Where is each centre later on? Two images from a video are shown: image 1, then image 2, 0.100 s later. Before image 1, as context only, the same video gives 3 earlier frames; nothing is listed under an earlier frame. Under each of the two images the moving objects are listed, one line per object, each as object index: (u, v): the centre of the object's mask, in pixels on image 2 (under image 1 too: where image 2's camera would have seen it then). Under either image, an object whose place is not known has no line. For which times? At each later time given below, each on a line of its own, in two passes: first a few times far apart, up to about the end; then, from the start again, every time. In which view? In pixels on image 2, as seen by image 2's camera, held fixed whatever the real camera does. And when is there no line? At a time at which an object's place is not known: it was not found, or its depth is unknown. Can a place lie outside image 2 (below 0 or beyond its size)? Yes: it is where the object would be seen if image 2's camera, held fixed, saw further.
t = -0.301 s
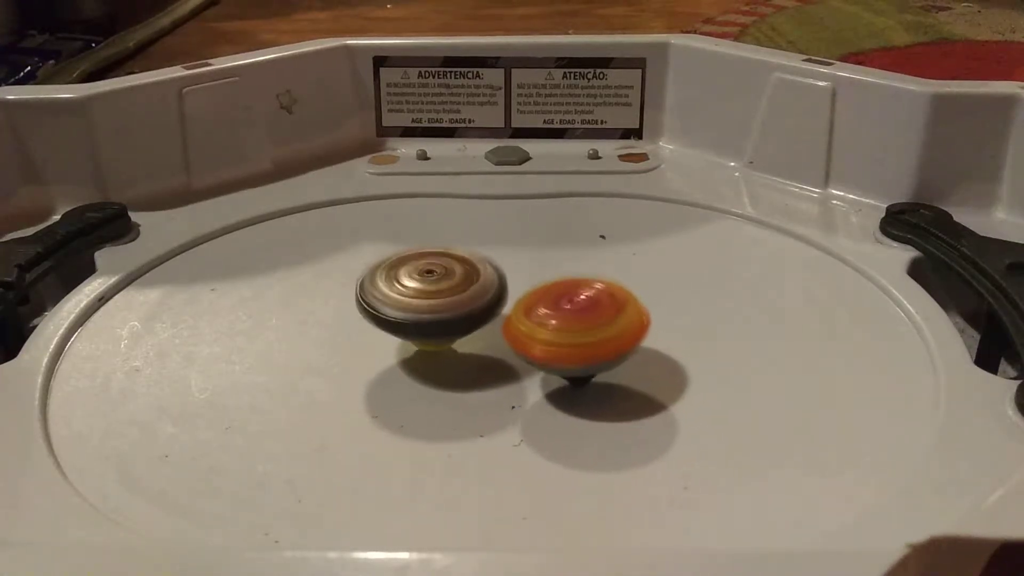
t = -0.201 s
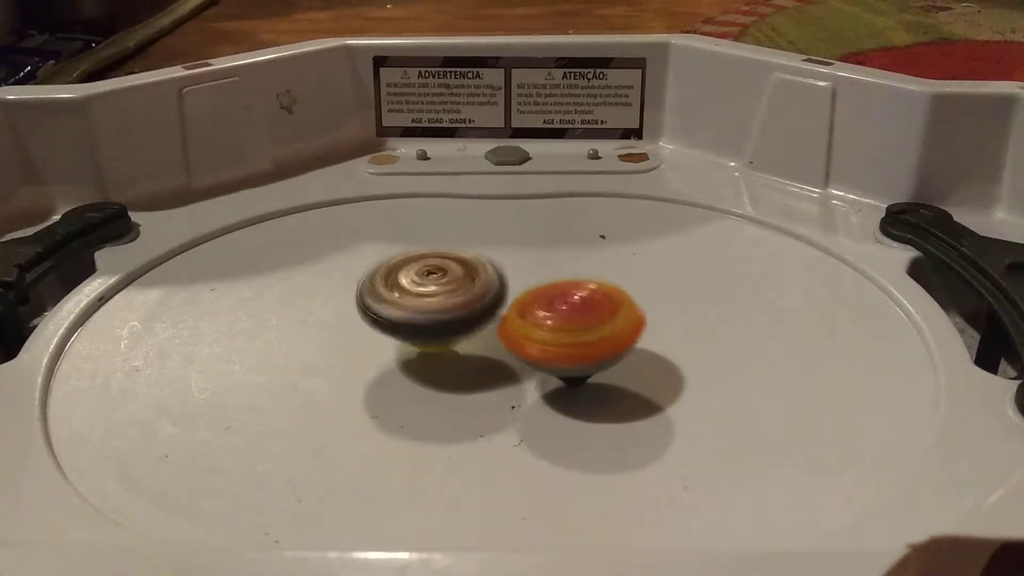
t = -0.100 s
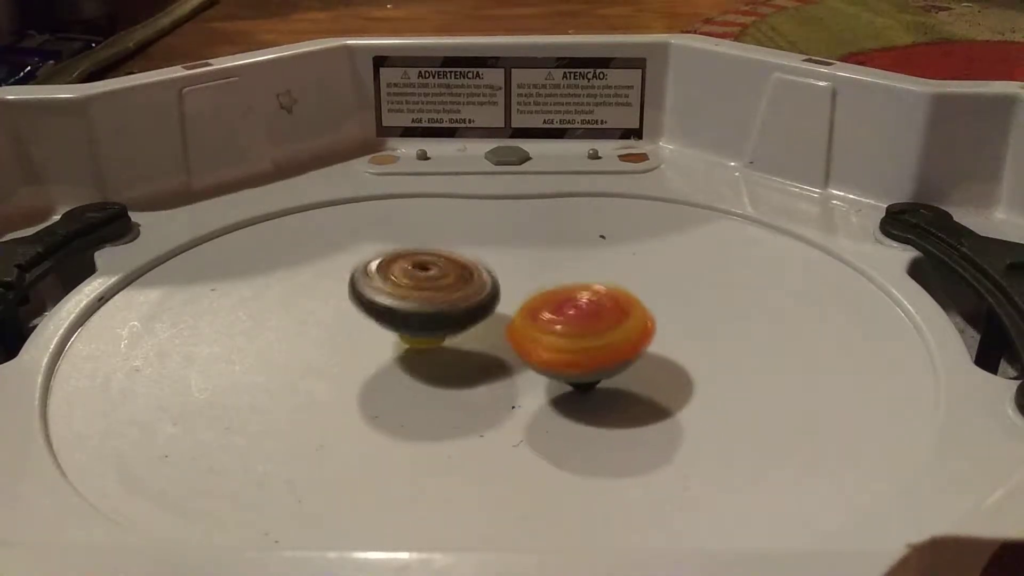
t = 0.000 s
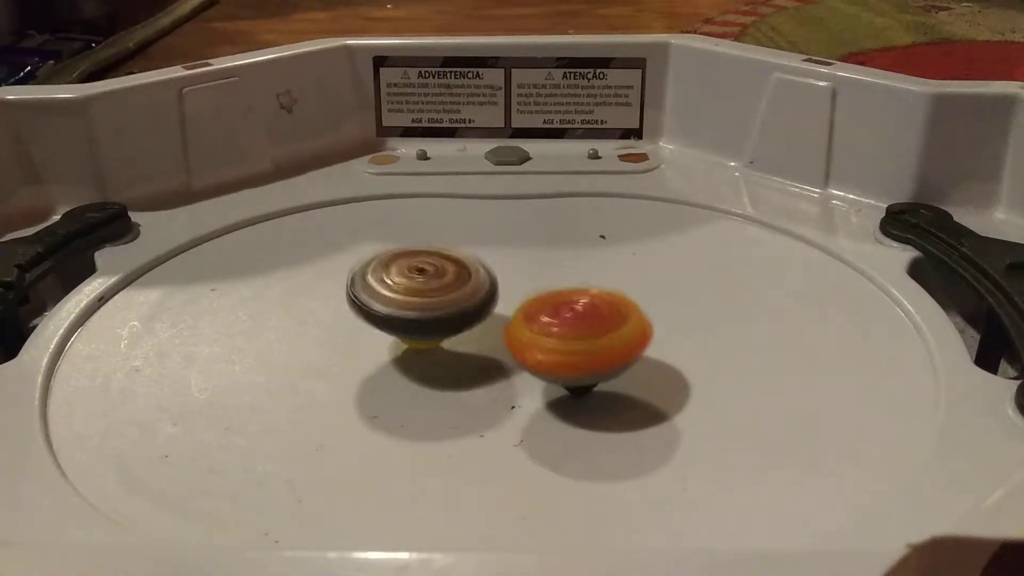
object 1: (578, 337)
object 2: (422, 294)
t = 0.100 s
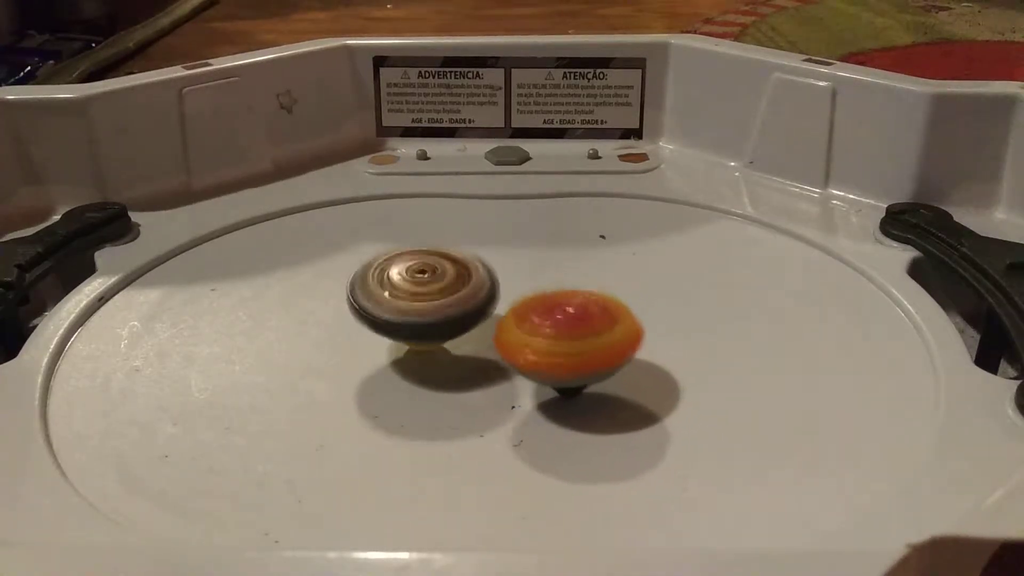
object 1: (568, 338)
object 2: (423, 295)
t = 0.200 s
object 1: (555, 339)
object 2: (427, 297)
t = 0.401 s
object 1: (570, 352)
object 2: (432, 298)
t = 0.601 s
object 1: (574, 350)
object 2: (438, 303)
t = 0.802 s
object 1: (582, 344)
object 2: (440, 304)
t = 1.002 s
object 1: (597, 336)
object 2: (435, 302)
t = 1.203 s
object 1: (603, 326)
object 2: (426, 296)
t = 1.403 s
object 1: (616, 324)
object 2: (426, 292)
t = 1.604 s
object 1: (595, 318)
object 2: (432, 298)
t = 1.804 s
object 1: (565, 313)
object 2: (418, 305)
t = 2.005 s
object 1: (538, 315)
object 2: (375, 291)
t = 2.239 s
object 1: (564, 313)
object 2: (390, 287)
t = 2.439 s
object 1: (593, 305)
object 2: (444, 303)
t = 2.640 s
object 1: (610, 310)
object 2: (460, 304)
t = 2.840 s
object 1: (599, 319)
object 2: (439, 293)
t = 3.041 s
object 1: (571, 326)
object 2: (432, 277)
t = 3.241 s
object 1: (547, 330)
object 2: (439, 273)
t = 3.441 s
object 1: (538, 341)
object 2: (439, 288)
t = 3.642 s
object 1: (506, 352)
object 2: (440, 274)
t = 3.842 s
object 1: (506, 340)
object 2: (449, 259)
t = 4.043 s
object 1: (458, 370)
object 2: (492, 275)
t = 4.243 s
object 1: (432, 386)
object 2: (538, 303)
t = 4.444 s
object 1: (435, 362)
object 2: (554, 299)
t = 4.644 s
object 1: (452, 367)
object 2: (562, 310)
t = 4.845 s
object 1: (442, 366)
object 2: (567, 331)
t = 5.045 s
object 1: (444, 351)
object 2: (580, 319)
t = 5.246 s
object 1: (425, 354)
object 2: (574, 313)
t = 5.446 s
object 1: (431, 340)
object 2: (566, 320)
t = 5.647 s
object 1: (440, 339)
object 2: (572, 302)
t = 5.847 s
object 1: (432, 338)
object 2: (569, 296)
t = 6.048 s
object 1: (448, 351)
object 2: (571, 299)
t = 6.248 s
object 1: (462, 354)
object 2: (575, 295)
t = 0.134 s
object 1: (564, 338)
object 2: (424, 296)
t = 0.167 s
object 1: (559, 339)
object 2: (426, 296)
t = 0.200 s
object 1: (555, 339)
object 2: (427, 297)
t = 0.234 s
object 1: (555, 341)
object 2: (428, 297)
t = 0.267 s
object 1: (556, 343)
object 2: (431, 297)
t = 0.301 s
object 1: (559, 346)
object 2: (431, 297)
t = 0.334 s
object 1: (563, 348)
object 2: (431, 296)
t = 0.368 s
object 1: (566, 350)
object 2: (433, 297)
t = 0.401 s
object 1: (570, 352)
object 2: (432, 298)
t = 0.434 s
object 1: (572, 352)
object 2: (432, 298)
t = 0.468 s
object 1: (574, 353)
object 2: (433, 298)
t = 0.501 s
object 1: (576, 353)
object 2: (434, 300)
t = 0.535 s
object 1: (576, 352)
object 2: (434, 300)
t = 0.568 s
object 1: (575, 351)
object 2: (436, 302)
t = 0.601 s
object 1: (574, 350)
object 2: (438, 303)
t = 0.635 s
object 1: (571, 348)
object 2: (438, 306)
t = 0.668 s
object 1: (571, 346)
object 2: (438, 306)
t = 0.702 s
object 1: (572, 344)
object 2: (439, 305)
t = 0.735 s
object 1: (574, 344)
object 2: (441, 305)
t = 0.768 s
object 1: (576, 344)
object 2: (440, 305)
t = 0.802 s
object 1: (582, 344)
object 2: (440, 304)
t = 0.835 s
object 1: (587, 344)
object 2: (441, 304)
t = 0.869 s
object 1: (591, 343)
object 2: (438, 304)
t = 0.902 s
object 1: (594, 341)
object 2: (436, 304)
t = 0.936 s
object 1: (597, 340)
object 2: (435, 303)
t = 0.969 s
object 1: (598, 338)
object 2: (437, 302)
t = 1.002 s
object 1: (597, 336)
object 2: (435, 302)
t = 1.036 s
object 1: (595, 334)
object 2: (437, 302)
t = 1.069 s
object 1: (591, 331)
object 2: (438, 302)
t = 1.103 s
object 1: (588, 329)
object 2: (440, 303)
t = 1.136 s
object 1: (587, 327)
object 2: (439, 302)
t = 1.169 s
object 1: (596, 326)
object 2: (429, 298)
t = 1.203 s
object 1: (603, 326)
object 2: (426, 296)
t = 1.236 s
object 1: (608, 326)
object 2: (426, 295)
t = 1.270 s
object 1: (613, 325)
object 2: (425, 295)
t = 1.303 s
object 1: (616, 324)
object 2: (423, 294)
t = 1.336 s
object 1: (618, 324)
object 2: (422, 293)
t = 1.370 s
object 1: (618, 325)
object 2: (425, 292)
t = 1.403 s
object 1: (616, 324)
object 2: (426, 292)
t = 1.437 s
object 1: (615, 323)
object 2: (426, 292)
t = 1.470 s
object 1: (614, 323)
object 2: (427, 291)
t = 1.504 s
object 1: (611, 322)
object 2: (430, 293)
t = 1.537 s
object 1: (607, 321)
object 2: (431, 295)
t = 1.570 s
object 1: (601, 320)
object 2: (432, 296)
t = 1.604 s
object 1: (595, 318)
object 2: (432, 298)
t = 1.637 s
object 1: (587, 317)
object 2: (434, 298)
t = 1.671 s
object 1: (581, 316)
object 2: (433, 301)
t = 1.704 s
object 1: (575, 314)
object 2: (432, 303)
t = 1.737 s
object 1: (569, 313)
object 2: (432, 304)
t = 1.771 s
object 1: (567, 314)
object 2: (428, 305)
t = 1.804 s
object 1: (565, 313)
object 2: (418, 305)
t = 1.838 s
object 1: (555, 313)
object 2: (409, 302)
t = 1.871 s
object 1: (548, 312)
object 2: (399, 300)
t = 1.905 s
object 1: (544, 312)
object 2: (390, 299)
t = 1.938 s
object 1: (542, 312)
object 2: (382, 296)
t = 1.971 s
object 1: (538, 313)
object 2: (376, 293)
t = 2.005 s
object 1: (538, 315)
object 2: (375, 291)
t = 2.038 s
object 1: (538, 317)
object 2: (375, 288)
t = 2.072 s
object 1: (542, 319)
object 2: (376, 287)
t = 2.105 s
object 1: (546, 321)
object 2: (378, 286)
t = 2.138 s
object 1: (550, 320)
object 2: (379, 286)
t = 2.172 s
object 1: (555, 319)
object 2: (381, 286)
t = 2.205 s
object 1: (558, 315)
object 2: (385, 286)
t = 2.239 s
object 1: (564, 313)
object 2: (390, 287)
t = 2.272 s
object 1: (570, 311)
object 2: (398, 288)
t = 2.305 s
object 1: (573, 310)
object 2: (406, 291)
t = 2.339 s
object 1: (577, 309)
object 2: (415, 293)
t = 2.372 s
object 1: (583, 307)
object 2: (427, 297)
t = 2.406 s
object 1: (587, 306)
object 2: (435, 300)
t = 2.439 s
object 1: (593, 305)
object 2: (444, 303)
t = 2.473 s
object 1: (601, 306)
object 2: (448, 305)
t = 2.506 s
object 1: (603, 306)
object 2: (450, 306)
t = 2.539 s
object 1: (606, 306)
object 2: (452, 306)
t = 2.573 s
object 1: (609, 307)
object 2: (455, 305)
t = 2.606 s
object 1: (610, 308)
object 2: (458, 305)
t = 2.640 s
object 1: (610, 310)
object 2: (460, 304)
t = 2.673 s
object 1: (609, 311)
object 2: (459, 304)
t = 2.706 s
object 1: (606, 313)
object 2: (458, 303)
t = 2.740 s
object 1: (605, 313)
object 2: (458, 303)
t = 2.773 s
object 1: (602, 315)
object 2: (455, 301)
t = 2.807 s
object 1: (601, 317)
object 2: (448, 297)
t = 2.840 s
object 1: (599, 319)
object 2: (439, 293)
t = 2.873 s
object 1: (598, 320)
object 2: (433, 291)
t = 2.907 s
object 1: (594, 322)
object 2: (430, 287)
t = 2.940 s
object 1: (588, 323)
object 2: (427, 282)
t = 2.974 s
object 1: (583, 325)
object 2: (429, 281)
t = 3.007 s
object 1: (578, 325)
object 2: (431, 278)
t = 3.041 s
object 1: (571, 326)
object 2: (432, 277)
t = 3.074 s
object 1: (564, 325)
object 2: (432, 277)
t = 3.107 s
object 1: (558, 325)
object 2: (433, 277)
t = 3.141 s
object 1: (552, 323)
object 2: (433, 278)
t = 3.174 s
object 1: (551, 325)
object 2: (433, 276)
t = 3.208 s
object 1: (547, 327)
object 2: (436, 275)
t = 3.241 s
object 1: (547, 330)
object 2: (439, 273)
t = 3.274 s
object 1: (547, 332)
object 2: (442, 273)
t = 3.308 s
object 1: (547, 334)
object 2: (441, 277)
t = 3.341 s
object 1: (545, 336)
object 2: (437, 280)
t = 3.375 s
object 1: (542, 337)
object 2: (438, 282)
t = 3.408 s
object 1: (539, 339)
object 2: (439, 285)
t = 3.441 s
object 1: (538, 341)
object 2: (439, 288)
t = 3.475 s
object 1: (536, 341)
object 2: (440, 289)
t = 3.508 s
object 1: (529, 342)
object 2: (439, 287)
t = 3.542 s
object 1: (523, 343)
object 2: (439, 287)
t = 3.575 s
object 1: (515, 345)
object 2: (437, 284)
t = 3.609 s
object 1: (512, 350)
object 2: (435, 280)
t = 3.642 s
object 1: (506, 352)
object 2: (440, 274)
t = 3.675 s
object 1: (505, 351)
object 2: (442, 269)
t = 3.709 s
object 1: (511, 350)
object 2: (444, 264)
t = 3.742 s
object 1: (514, 347)
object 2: (444, 261)
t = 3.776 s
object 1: (514, 345)
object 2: (444, 260)
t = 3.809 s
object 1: (510, 343)
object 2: (446, 260)
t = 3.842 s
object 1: (506, 340)
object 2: (449, 259)
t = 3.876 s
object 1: (500, 340)
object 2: (455, 259)
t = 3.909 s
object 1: (497, 339)
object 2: (459, 261)
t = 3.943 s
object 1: (492, 341)
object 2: (465, 261)
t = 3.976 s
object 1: (479, 349)
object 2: (474, 262)
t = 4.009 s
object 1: (466, 363)
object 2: (482, 272)
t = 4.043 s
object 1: (458, 370)
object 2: (492, 275)
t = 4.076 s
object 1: (453, 379)
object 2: (499, 286)
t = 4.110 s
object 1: (451, 376)
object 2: (508, 296)
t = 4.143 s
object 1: (444, 385)
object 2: (514, 305)
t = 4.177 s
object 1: (437, 387)
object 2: (522, 307)
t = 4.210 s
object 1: (431, 386)
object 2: (530, 305)
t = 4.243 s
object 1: (432, 386)
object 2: (538, 303)
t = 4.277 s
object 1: (433, 381)
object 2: (541, 300)
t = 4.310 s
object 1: (436, 376)
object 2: (543, 298)
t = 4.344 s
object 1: (440, 370)
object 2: (539, 297)
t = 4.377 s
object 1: (437, 366)
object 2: (541, 296)
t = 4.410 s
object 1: (435, 365)
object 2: (546, 297)
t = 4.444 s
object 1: (435, 362)
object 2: (554, 299)
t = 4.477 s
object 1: (438, 360)
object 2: (554, 303)
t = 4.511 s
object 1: (444, 359)
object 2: (554, 304)
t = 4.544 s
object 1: (449, 358)
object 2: (554, 303)
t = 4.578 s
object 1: (456, 358)
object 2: (558, 303)
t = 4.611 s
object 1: (459, 359)
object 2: (560, 306)
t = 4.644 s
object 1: (452, 367)
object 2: (562, 310)
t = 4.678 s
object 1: (444, 372)
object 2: (566, 315)
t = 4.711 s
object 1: (439, 372)
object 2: (573, 320)
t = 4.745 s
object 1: (438, 370)
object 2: (577, 324)
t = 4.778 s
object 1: (438, 370)
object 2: (575, 328)
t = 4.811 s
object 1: (439, 370)
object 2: (572, 331)
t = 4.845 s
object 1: (442, 366)
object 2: (567, 331)
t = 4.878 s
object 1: (445, 362)
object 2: (564, 332)
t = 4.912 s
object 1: (448, 358)
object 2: (560, 332)
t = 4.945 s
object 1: (445, 358)
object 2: (563, 328)
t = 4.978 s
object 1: (447, 355)
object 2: (568, 326)
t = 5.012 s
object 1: (447, 355)
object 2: (576, 322)
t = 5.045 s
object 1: (444, 351)
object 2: (580, 319)
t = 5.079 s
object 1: (439, 350)
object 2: (578, 314)
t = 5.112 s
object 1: (431, 349)
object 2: (577, 310)
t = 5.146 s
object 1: (428, 346)
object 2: (576, 308)
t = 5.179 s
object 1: (426, 354)
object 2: (576, 309)
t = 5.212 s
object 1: (424, 356)
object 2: (576, 311)
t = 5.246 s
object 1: (425, 354)
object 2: (574, 313)
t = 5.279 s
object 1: (428, 353)
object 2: (575, 315)
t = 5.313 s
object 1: (428, 353)
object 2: (575, 321)
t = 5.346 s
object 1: (426, 351)
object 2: (578, 319)
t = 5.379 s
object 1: (428, 351)
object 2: (575, 320)
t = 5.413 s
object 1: (429, 344)
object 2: (571, 321)
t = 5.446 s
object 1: (431, 340)
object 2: (566, 320)
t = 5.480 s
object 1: (437, 343)
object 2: (565, 320)
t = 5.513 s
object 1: (442, 341)
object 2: (561, 316)
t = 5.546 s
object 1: (444, 342)
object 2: (563, 312)
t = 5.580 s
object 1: (445, 342)
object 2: (566, 309)
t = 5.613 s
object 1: (443, 342)
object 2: (570, 305)
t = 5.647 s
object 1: (440, 339)
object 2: (572, 302)
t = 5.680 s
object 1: (438, 338)
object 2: (572, 297)
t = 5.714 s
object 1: (435, 336)
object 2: (573, 298)
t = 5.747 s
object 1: (434, 334)
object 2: (574, 297)
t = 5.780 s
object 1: (433, 334)
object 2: (573, 297)
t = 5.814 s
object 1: (432, 335)
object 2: (571, 296)
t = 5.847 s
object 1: (432, 338)
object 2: (569, 296)
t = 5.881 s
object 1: (432, 340)
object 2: (568, 297)
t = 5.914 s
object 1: (433, 343)
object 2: (567, 297)
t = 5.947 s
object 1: (436, 345)
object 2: (567, 297)
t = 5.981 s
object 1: (441, 349)
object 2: (569, 297)
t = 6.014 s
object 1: (445, 350)
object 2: (570, 299)
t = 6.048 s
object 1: (448, 351)
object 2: (571, 299)
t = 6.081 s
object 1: (451, 352)
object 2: (571, 299)
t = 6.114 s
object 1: (455, 354)
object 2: (573, 298)
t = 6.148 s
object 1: (458, 353)
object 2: (574, 297)
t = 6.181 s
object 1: (460, 353)
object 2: (574, 296)
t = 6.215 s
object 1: (461, 353)
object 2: (575, 296)
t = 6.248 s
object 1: (462, 354)
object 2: (575, 295)
